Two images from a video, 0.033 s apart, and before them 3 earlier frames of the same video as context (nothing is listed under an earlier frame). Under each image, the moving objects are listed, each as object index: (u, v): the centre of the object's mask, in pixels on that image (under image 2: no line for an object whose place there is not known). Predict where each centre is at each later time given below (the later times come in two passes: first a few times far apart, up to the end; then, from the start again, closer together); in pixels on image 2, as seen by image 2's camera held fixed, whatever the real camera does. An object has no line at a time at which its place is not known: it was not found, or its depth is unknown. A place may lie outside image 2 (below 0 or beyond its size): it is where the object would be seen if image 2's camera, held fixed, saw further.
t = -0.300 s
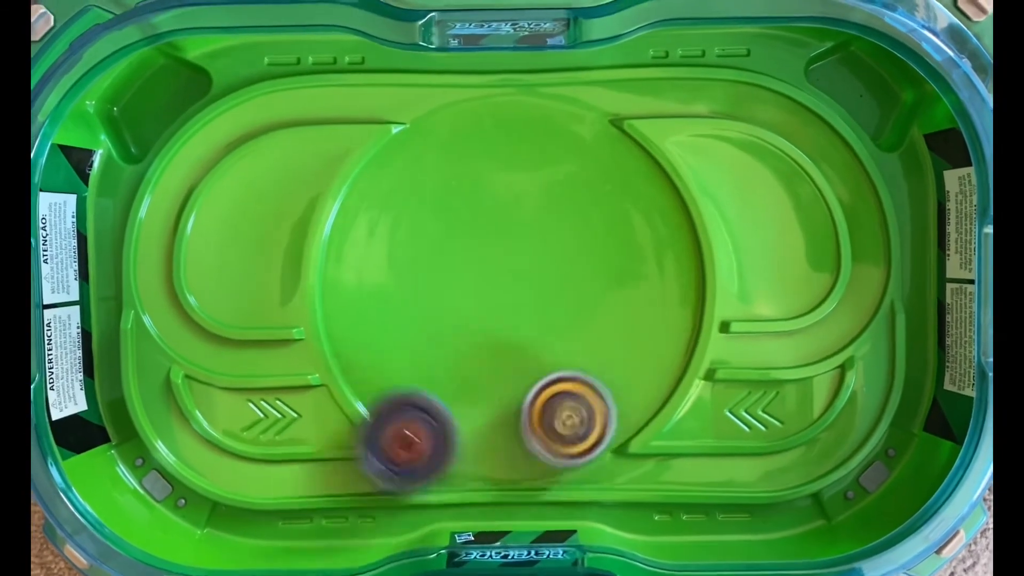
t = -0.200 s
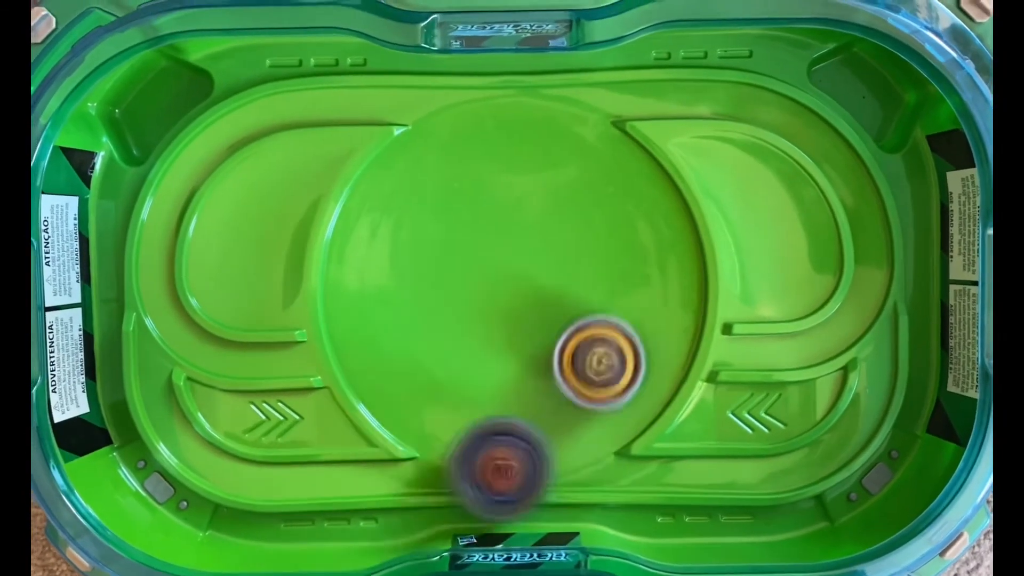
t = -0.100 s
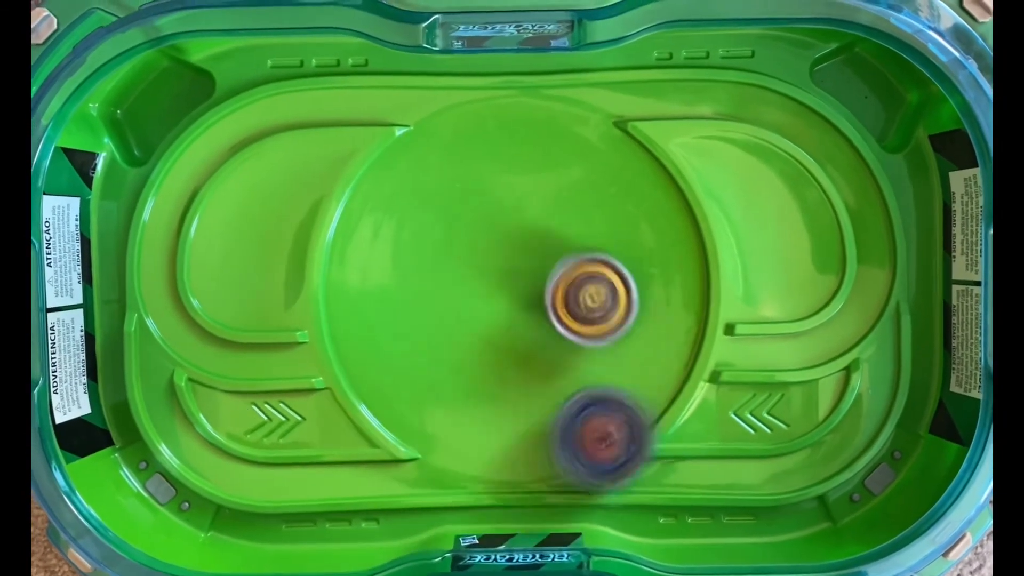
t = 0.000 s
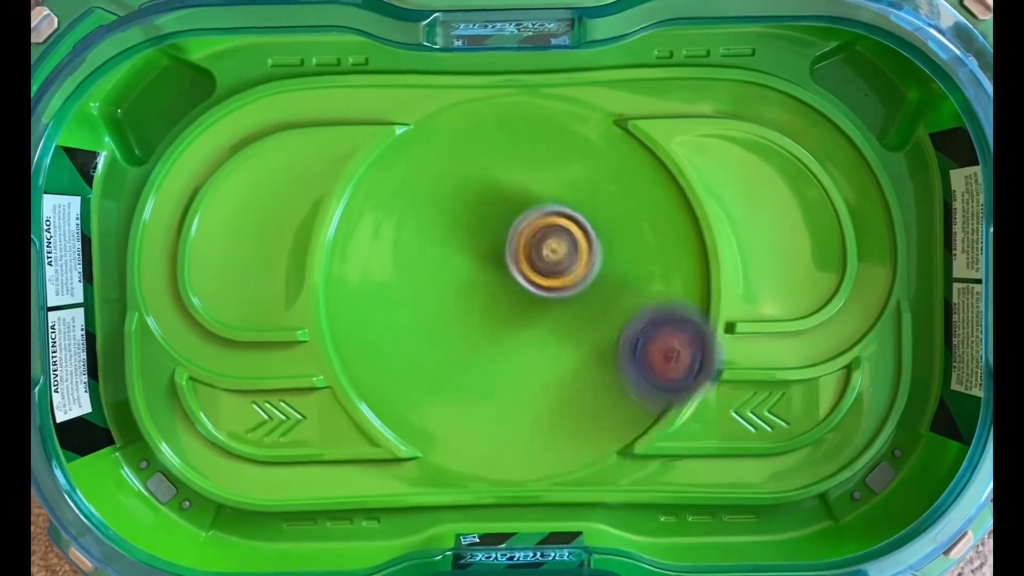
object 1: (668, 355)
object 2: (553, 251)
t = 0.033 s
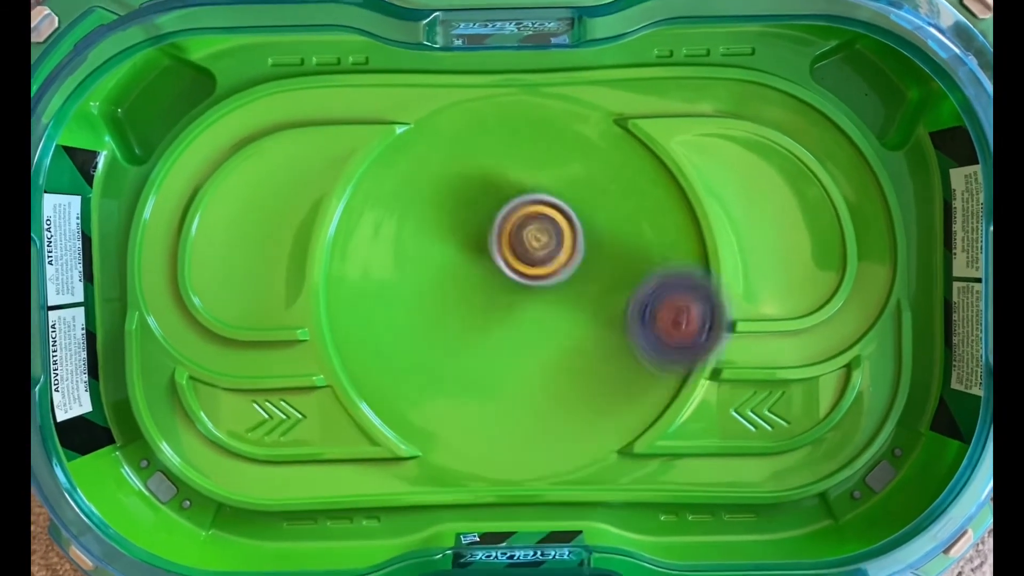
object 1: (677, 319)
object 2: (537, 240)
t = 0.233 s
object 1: (588, 134)
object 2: (428, 226)
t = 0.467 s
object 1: (386, 153)
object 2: (361, 322)
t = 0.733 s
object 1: (372, 377)
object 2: (491, 387)
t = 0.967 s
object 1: (572, 441)
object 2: (571, 288)
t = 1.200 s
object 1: (680, 259)
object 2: (530, 185)
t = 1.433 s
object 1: (515, 124)
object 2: (417, 207)
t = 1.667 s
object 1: (334, 248)
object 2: (438, 331)
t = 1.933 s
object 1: (434, 458)
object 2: (563, 361)
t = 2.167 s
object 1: (633, 424)
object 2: (630, 286)
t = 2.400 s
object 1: (662, 228)
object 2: (544, 213)
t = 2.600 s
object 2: (458, 269)
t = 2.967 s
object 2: (501, 411)
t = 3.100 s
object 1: (432, 445)
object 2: (557, 402)
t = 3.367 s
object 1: (631, 386)
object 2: (566, 286)
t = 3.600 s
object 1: (618, 199)
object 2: (466, 243)
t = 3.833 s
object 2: (388, 302)
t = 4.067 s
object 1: (353, 328)
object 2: (446, 382)
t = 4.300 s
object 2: (543, 332)
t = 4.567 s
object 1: (643, 337)
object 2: (543, 224)
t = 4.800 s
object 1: (578, 183)
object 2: (461, 195)
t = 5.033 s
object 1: (453, 162)
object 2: (375, 316)
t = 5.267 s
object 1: (416, 281)
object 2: (417, 421)
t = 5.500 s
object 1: (533, 348)
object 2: (523, 455)
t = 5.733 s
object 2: (605, 381)
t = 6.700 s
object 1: (396, 414)
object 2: (523, 344)
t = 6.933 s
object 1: (521, 403)
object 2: (606, 308)
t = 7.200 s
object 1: (541, 286)
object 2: (613, 206)
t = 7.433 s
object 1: (432, 281)
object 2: (541, 169)
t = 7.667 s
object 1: (388, 354)
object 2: (473, 239)
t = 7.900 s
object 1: (438, 415)
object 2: (484, 312)
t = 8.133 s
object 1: (503, 450)
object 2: (546, 339)
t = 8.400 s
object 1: (545, 397)
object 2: (590, 277)
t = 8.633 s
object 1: (472, 311)
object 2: (544, 230)
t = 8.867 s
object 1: (379, 296)
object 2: (486, 249)
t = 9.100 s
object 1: (359, 320)
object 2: (471, 313)
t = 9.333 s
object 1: (367, 299)
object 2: (540, 373)
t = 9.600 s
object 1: (401, 265)
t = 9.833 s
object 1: (479, 231)
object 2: (593, 285)
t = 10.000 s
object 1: (490, 179)
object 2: (557, 290)
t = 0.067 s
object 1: (679, 282)
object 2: (519, 232)
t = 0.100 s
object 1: (673, 246)
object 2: (501, 226)
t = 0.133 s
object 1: (662, 214)
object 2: (483, 222)
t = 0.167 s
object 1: (641, 181)
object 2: (465, 221)
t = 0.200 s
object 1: (617, 156)
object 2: (446, 222)
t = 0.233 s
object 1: (588, 134)
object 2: (428, 226)
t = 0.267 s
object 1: (556, 119)
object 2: (411, 234)
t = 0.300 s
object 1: (520, 111)
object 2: (395, 243)
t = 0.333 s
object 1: (484, 108)
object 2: (382, 256)
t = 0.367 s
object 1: (447, 112)
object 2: (371, 271)
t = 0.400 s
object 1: (414, 119)
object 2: (364, 287)
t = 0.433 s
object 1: (397, 133)
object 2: (361, 305)
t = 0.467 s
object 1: (386, 153)
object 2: (361, 322)
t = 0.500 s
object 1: (379, 173)
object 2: (365, 339)
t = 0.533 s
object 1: (369, 198)
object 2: (375, 357)
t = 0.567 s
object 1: (359, 225)
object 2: (389, 372)
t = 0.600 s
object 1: (350, 255)
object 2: (406, 384)
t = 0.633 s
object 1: (346, 287)
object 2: (426, 391)
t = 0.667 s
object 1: (349, 319)
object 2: (448, 394)
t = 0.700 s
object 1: (357, 350)
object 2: (470, 392)
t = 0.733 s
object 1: (372, 377)
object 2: (491, 387)
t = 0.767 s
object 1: (391, 401)
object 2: (510, 378)
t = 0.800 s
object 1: (415, 423)
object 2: (526, 366)
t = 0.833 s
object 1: (443, 440)
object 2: (540, 353)
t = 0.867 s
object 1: (473, 448)
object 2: (552, 337)
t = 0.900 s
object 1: (507, 453)
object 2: (560, 322)
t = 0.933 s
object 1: (540, 450)
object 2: (567, 305)
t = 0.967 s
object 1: (572, 441)
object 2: (571, 288)
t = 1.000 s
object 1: (603, 427)
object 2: (572, 271)
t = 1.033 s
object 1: (629, 407)
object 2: (572, 255)
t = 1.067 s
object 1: (651, 382)
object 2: (568, 238)
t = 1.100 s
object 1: (668, 355)
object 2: (563, 223)
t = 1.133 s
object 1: (678, 325)
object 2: (555, 209)
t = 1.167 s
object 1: (683, 291)
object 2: (544, 196)
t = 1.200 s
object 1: (680, 259)
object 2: (530, 185)
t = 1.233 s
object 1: (670, 227)
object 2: (515, 176)
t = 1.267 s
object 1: (655, 199)
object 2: (498, 171)
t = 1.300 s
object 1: (633, 173)
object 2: (480, 170)
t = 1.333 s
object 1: (608, 153)
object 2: (462, 173)
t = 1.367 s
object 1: (579, 136)
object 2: (445, 180)
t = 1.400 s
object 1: (549, 127)
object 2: (430, 192)
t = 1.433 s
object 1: (515, 124)
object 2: (417, 207)
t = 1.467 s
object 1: (480, 127)
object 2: (409, 225)
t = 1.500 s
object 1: (445, 135)
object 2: (405, 244)
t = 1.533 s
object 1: (414, 149)
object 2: (405, 264)
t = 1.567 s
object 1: (387, 168)
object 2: (409, 283)
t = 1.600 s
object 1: (364, 191)
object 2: (417, 302)
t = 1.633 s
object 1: (347, 219)
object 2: (426, 317)
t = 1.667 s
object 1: (334, 248)
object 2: (438, 331)
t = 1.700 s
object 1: (329, 279)
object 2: (452, 342)
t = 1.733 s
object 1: (331, 311)
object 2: (467, 351)
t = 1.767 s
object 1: (338, 342)
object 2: (483, 358)
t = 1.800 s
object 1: (348, 371)
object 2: (499, 362)
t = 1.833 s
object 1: (364, 399)
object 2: (516, 365)
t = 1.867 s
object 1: (385, 422)
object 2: (531, 365)
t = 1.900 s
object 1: (409, 443)
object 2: (547, 365)
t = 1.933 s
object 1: (434, 458)
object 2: (563, 361)
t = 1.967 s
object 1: (463, 468)
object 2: (577, 356)
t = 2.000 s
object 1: (493, 473)
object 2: (591, 349)
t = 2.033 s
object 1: (524, 473)
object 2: (603, 340)
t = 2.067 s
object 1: (554, 468)
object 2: (613, 329)
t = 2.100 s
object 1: (584, 458)
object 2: (621, 316)
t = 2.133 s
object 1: (610, 443)
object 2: (627, 302)
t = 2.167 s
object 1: (633, 424)
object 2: (630, 286)
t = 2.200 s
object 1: (653, 402)
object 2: (628, 270)
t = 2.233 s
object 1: (669, 376)
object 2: (622, 254)
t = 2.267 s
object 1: (678, 347)
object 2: (612, 239)
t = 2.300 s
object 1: (683, 318)
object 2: (598, 227)
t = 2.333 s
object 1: (682, 288)
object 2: (581, 218)
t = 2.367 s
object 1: (675, 258)
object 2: (563, 214)
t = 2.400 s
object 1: (662, 228)
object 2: (544, 213)
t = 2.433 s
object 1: (645, 202)
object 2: (526, 216)
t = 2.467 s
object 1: (623, 179)
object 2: (509, 223)
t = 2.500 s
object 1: (597, 160)
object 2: (492, 232)
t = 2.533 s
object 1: (568, 147)
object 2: (479, 243)
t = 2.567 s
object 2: (467, 255)
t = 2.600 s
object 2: (458, 269)
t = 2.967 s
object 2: (501, 411)
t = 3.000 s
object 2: (515, 413)
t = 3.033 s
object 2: (529, 413)
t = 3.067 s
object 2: (544, 408)
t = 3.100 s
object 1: (432, 445)
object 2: (557, 402)
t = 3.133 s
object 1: (457, 453)
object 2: (570, 391)
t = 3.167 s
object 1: (484, 457)
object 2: (579, 378)
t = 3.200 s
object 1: (512, 456)
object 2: (586, 363)
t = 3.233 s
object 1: (541, 452)
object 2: (588, 347)
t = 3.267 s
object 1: (568, 442)
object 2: (588, 330)
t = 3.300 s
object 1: (592, 427)
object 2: (584, 314)
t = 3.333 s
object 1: (614, 408)
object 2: (576, 299)
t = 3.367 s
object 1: (631, 386)
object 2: (566, 286)
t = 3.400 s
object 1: (647, 361)
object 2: (554, 274)
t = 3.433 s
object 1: (655, 334)
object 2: (541, 265)
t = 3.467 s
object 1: (658, 305)
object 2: (527, 257)
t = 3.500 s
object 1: (656, 275)
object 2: (512, 251)
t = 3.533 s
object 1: (648, 248)
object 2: (497, 246)
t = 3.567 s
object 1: (635, 222)
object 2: (482, 244)
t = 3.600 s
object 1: (618, 199)
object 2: (466, 243)
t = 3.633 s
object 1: (596, 180)
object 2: (452, 245)
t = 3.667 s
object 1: (572, 165)
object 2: (438, 250)
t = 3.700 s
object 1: (545, 155)
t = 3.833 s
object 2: (388, 302)
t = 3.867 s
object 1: (408, 178)
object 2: (387, 317)
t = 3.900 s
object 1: (388, 196)
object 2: (389, 332)
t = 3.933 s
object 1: (372, 217)
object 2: (395, 347)
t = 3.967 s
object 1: (360, 243)
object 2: (404, 360)
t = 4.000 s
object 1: (353, 271)
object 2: (417, 370)
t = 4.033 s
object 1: (350, 299)
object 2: (430, 378)
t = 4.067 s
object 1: (353, 328)
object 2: (446, 382)
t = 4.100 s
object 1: (361, 352)
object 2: (462, 383)
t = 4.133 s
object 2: (479, 380)
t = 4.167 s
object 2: (495, 376)
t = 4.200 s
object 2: (510, 367)
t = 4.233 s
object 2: (523, 357)
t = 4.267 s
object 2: (533, 345)
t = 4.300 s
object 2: (543, 332)
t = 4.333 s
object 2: (549, 319)
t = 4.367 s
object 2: (553, 305)
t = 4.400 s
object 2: (556, 291)
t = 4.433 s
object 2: (557, 277)
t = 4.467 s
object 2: (556, 263)
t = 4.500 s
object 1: (621, 383)
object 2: (554, 249)
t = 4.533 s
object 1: (634, 361)
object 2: (549, 236)
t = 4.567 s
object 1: (643, 337)
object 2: (543, 224)
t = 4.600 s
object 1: (648, 310)
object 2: (535, 214)
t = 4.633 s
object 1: (646, 285)
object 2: (524, 205)
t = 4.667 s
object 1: (640, 259)
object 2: (513, 198)
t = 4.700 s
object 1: (630, 236)
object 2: (501, 193)
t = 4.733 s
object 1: (616, 216)
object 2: (488, 191)
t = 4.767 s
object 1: (598, 197)
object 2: (475, 192)
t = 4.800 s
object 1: (578, 183)
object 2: (461, 195)
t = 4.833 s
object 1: (554, 172)
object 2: (448, 203)
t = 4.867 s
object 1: (530, 165)
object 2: (437, 213)
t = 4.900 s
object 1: (505, 163)
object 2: (428, 226)
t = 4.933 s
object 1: (490, 159)
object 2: (412, 247)
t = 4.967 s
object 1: (480, 155)
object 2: (392, 272)
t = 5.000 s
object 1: (468, 157)
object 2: (380, 295)
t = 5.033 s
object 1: (453, 162)
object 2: (375, 316)
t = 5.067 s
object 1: (438, 172)
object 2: (375, 333)
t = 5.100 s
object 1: (426, 185)
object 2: (378, 350)
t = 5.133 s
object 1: (417, 201)
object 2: (382, 367)
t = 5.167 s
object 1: (411, 219)
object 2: (388, 382)
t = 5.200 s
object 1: (409, 240)
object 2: (396, 396)
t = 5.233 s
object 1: (411, 262)
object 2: (405, 409)
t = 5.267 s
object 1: (416, 281)
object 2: (417, 421)
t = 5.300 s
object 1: (427, 302)
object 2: (429, 431)
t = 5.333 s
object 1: (440, 320)
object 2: (443, 438)
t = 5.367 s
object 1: (456, 334)
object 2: (459, 445)
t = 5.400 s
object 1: (474, 344)
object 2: (475, 451)
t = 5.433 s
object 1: (493, 348)
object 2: (490, 455)
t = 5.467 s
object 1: (512, 350)
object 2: (507, 456)
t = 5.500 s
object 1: (533, 348)
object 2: (523, 455)
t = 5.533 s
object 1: (552, 343)
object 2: (539, 450)
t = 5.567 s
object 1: (569, 337)
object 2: (554, 444)
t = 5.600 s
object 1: (586, 328)
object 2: (568, 435)
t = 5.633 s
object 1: (600, 318)
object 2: (580, 423)
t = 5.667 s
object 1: (611, 304)
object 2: (590, 411)
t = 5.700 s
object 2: (598, 396)
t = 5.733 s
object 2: (605, 381)
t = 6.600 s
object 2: (468, 337)
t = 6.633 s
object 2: (489, 341)
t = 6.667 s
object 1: (385, 404)
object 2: (508, 344)
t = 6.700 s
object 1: (396, 414)
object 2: (523, 344)
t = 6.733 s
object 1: (410, 422)
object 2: (538, 342)
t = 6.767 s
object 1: (427, 428)
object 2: (551, 340)
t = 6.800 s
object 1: (445, 430)
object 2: (564, 336)
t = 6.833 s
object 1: (466, 428)
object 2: (576, 331)
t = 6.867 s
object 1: (485, 423)
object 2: (587, 324)
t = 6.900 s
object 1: (504, 415)
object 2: (597, 317)
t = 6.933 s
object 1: (521, 403)
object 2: (606, 308)
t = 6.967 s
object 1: (537, 388)
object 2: (613, 298)
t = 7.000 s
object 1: (550, 372)
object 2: (618, 288)
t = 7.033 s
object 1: (560, 353)
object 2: (622, 274)
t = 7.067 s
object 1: (559, 340)
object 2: (627, 257)
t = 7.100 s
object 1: (558, 326)
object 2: (628, 243)
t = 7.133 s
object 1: (555, 312)
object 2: (625, 229)
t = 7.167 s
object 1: (549, 298)
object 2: (620, 217)
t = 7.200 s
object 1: (541, 286)
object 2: (613, 206)
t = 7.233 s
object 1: (531, 274)
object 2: (603, 198)
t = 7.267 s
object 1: (519, 265)
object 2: (591, 190)
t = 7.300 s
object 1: (498, 266)
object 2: (587, 180)
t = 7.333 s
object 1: (480, 267)
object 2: (579, 175)
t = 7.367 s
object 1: (463, 270)
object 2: (567, 170)
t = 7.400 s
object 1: (447, 274)
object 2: (555, 169)
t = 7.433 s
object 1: (432, 281)
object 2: (541, 169)
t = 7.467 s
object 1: (418, 289)
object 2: (528, 173)
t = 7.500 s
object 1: (407, 298)
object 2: (515, 180)
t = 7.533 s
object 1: (399, 308)
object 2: (504, 190)
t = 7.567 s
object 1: (392, 319)
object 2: (493, 201)
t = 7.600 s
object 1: (388, 331)
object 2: (485, 213)
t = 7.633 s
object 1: (386, 342)
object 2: (478, 226)
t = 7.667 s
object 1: (388, 354)
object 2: (473, 239)
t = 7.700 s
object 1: (392, 365)
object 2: (469, 253)
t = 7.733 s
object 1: (399, 374)
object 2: (467, 267)
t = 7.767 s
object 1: (409, 381)
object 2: (466, 281)
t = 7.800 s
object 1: (420, 386)
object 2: (465, 294)
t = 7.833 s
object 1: (425, 397)
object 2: (470, 300)
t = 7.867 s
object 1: (430, 408)
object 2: (478, 304)
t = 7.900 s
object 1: (438, 415)
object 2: (484, 312)
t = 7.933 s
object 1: (447, 421)
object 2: (488, 323)
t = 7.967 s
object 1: (458, 427)
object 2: (492, 333)
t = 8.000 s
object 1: (467, 435)
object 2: (501, 338)
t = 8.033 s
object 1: (478, 439)
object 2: (511, 343)
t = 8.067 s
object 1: (489, 440)
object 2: (521, 346)
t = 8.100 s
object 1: (497, 444)
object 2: (533, 345)
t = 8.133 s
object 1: (503, 450)
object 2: (546, 339)
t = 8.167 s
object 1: (510, 454)
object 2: (557, 333)
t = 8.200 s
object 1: (517, 456)
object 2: (567, 327)
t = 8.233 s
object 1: (525, 452)
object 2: (575, 320)
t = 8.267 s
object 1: (532, 447)
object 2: (582, 312)
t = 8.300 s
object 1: (538, 438)
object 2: (587, 304)
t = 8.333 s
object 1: (543, 428)
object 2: (590, 295)
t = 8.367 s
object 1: (545, 413)
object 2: (591, 286)
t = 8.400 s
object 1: (545, 397)
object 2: (590, 277)
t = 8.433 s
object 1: (542, 379)
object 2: (587, 269)
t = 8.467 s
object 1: (536, 362)
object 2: (582, 261)
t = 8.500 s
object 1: (527, 345)
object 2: (576, 254)
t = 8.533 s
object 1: (515, 334)
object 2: (570, 246)
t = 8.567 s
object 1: (501, 326)
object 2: (563, 239)
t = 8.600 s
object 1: (486, 318)
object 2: (554, 234)
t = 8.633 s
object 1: (472, 311)
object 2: (544, 230)
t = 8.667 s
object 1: (459, 305)
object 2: (534, 228)
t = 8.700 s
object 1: (446, 299)
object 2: (523, 229)
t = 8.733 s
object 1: (432, 294)
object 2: (513, 231)
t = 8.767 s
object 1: (416, 293)
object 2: (506, 233)
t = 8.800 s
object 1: (402, 292)
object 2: (499, 236)
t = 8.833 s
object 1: (390, 294)
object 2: (492, 242)
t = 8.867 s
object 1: (379, 296)
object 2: (486, 249)
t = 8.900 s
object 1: (370, 299)
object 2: (481, 256)
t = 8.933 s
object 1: (362, 302)
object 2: (476, 265)
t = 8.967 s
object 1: (356, 305)
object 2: (473, 273)
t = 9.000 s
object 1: (353, 310)
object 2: (471, 283)
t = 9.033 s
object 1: (352, 314)
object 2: (470, 293)
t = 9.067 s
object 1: (354, 317)
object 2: (470, 303)
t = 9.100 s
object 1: (359, 320)
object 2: (471, 313)
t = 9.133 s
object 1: (365, 323)
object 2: (473, 323)
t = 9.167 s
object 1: (376, 325)
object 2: (477, 332)
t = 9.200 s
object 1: (384, 324)
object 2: (483, 341)
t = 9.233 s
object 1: (378, 318)
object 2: (502, 353)
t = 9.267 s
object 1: (372, 311)
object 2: (517, 364)
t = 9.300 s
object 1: (369, 304)
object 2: (530, 370)
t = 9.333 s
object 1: (367, 299)
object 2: (540, 373)
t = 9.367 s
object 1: (366, 292)
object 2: (551, 375)
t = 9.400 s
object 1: (366, 287)
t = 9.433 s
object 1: (368, 282)
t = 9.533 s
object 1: (385, 271)
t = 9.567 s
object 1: (392, 268)
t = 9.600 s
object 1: (401, 265)
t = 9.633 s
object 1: (412, 260)
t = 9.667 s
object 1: (422, 255)
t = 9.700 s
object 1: (433, 250)
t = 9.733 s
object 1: (444, 246)
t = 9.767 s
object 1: (456, 241)
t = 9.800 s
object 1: (467, 236)
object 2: (602, 292)
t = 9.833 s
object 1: (479, 231)
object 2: (593, 285)
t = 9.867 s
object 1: (490, 228)
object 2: (583, 279)
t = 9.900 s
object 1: (496, 216)
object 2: (576, 279)
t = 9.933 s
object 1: (494, 201)
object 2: (573, 284)
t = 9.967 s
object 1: (493, 189)
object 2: (566, 288)
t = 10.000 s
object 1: (490, 179)
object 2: (557, 290)
